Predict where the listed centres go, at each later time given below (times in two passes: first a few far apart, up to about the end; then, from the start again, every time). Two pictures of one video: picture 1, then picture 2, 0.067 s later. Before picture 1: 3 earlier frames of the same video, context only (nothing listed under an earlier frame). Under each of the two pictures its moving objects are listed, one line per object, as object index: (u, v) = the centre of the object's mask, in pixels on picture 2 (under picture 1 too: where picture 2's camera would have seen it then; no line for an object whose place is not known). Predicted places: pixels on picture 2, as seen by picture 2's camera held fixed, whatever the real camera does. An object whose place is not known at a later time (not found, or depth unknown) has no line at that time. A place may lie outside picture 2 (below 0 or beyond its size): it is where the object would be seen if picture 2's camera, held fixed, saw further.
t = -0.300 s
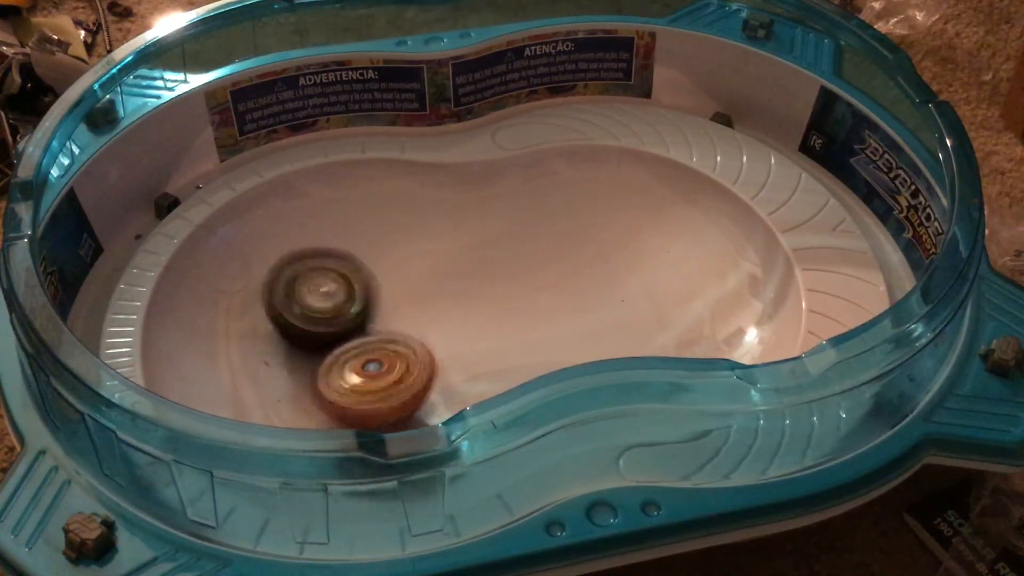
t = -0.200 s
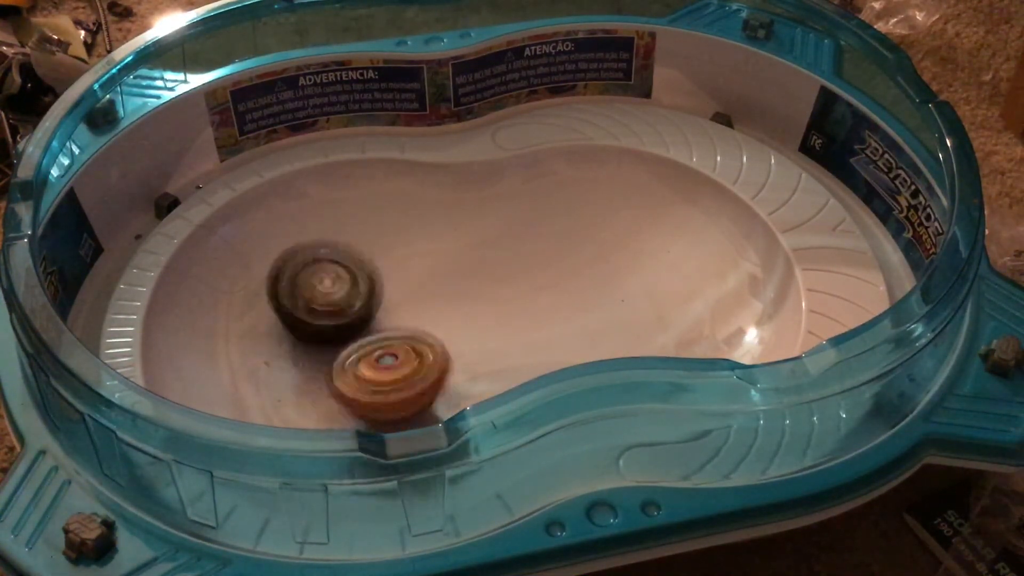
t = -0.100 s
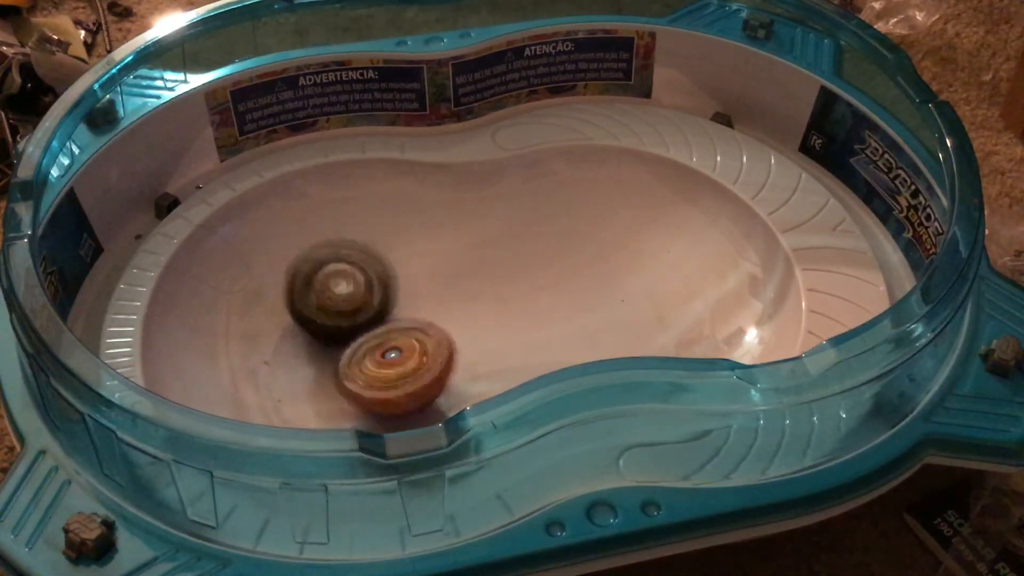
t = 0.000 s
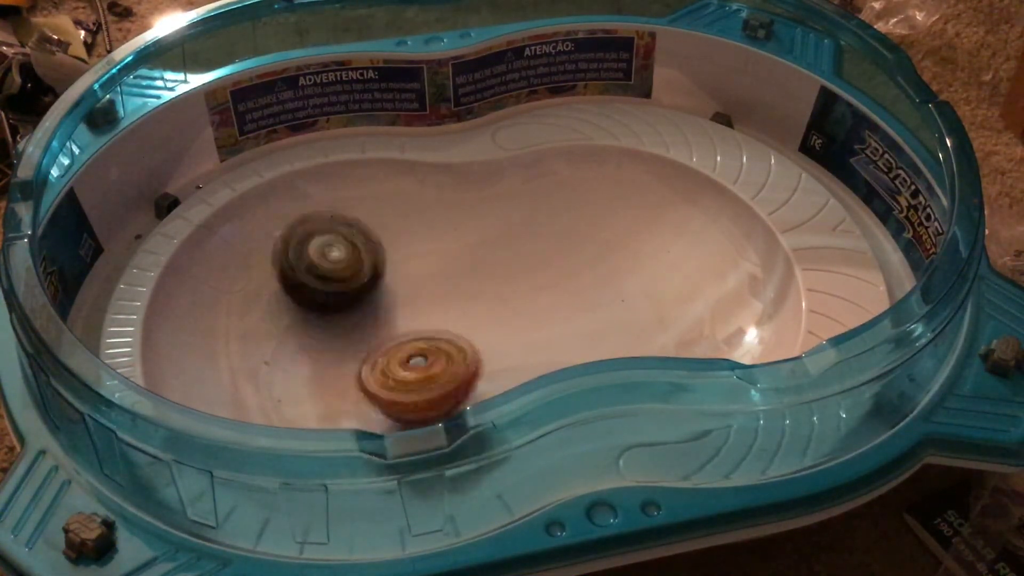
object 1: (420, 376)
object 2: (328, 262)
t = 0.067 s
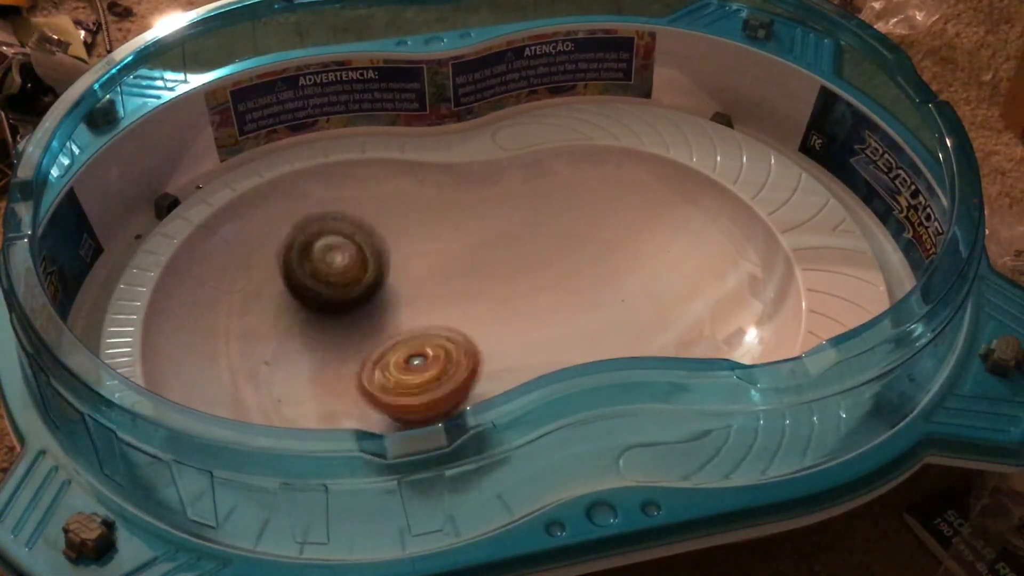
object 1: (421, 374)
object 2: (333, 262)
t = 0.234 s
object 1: (409, 359)
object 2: (353, 280)
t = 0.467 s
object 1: (394, 379)
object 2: (370, 285)
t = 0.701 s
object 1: (362, 394)
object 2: (378, 309)
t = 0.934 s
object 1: (358, 402)
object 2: (370, 293)
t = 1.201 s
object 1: (372, 377)
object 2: (367, 272)
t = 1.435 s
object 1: (371, 371)
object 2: (346, 264)
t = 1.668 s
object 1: (376, 376)
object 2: (324, 274)
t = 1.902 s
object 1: (389, 367)
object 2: (329, 292)
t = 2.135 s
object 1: (413, 363)
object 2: (343, 283)
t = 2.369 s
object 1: (414, 353)
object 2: (350, 282)
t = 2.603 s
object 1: (418, 359)
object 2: (342, 294)
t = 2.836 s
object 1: (417, 351)
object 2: (316, 304)
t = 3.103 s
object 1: (417, 352)
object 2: (310, 303)
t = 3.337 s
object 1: (418, 358)
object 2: (317, 318)
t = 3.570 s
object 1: (445, 354)
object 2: (328, 340)
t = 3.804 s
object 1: (457, 340)
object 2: (332, 342)
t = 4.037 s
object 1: (460, 339)
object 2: (333, 339)
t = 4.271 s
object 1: (447, 348)
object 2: (346, 331)
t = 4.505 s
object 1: (451, 345)
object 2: (346, 331)
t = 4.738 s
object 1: (449, 347)
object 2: (346, 331)
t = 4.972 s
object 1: (449, 347)
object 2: (346, 331)
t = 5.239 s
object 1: (449, 346)
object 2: (346, 331)
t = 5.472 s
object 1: (448, 347)
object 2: (346, 331)
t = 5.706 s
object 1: (448, 347)
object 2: (346, 331)
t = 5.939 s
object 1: (449, 347)
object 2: (346, 331)
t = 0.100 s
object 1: (420, 373)
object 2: (333, 266)
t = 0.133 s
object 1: (418, 371)
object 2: (337, 269)
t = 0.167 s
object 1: (417, 369)
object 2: (342, 272)
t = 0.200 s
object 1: (414, 364)
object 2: (348, 278)
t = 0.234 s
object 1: (409, 359)
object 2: (353, 280)
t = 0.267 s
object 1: (409, 359)
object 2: (357, 279)
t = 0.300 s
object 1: (413, 367)
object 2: (360, 274)
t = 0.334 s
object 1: (415, 372)
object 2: (361, 271)
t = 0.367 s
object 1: (410, 374)
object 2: (367, 272)
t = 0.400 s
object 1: (404, 376)
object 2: (367, 277)
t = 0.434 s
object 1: (398, 378)
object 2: (370, 280)
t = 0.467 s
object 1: (394, 379)
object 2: (370, 285)
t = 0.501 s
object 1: (388, 380)
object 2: (373, 289)
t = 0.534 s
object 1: (385, 381)
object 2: (374, 294)
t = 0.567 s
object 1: (379, 386)
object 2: (377, 297)
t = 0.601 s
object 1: (373, 389)
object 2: (375, 302)
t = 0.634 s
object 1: (367, 390)
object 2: (377, 305)
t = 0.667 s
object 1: (365, 393)
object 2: (378, 307)
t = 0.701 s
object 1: (362, 394)
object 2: (378, 309)
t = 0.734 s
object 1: (356, 395)
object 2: (374, 313)
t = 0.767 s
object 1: (354, 396)
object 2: (368, 316)
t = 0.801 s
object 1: (353, 397)
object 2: (367, 316)
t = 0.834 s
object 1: (353, 401)
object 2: (369, 310)
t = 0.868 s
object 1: (355, 402)
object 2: (371, 304)
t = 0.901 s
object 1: (356, 403)
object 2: (369, 298)
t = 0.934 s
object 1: (358, 402)
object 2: (370, 293)
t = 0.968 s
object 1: (358, 402)
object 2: (368, 290)
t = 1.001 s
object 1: (360, 401)
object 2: (370, 284)
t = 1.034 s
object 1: (363, 399)
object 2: (370, 281)
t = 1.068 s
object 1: (365, 397)
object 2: (371, 276)
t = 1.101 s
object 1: (366, 393)
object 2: (373, 274)
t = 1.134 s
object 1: (370, 389)
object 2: (369, 272)
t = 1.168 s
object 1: (371, 384)
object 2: (371, 271)
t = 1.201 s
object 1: (372, 377)
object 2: (367, 272)
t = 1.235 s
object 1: (372, 366)
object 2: (367, 272)
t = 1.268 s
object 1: (371, 361)
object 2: (363, 271)
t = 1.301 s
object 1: (373, 366)
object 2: (359, 266)
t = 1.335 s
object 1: (375, 373)
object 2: (357, 261)
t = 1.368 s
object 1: (376, 372)
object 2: (351, 259)
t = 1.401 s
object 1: (374, 371)
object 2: (350, 260)
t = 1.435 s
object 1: (371, 371)
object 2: (346, 264)
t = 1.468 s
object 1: (367, 371)
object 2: (342, 267)
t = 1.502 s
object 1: (366, 370)
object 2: (341, 270)
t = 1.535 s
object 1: (364, 368)
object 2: (335, 276)
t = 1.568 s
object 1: (362, 367)
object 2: (333, 282)
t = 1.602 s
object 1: (367, 372)
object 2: (326, 280)
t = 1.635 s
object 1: (373, 374)
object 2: (323, 275)
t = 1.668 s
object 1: (376, 376)
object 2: (324, 274)
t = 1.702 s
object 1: (375, 374)
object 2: (323, 278)
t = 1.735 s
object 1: (378, 374)
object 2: (326, 279)
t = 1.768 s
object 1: (381, 374)
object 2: (326, 282)
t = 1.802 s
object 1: (384, 373)
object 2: (320, 285)
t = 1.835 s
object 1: (384, 372)
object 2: (324, 287)
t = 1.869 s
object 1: (384, 368)
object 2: (330, 291)
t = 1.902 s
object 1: (389, 367)
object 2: (329, 292)
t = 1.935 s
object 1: (394, 366)
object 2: (333, 294)
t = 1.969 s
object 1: (400, 366)
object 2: (335, 296)
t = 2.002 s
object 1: (403, 365)
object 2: (338, 292)
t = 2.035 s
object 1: (404, 364)
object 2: (344, 294)
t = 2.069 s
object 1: (407, 365)
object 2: (344, 293)
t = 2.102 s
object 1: (410, 367)
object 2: (342, 287)
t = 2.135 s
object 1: (413, 363)
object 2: (343, 283)
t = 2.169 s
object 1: (410, 362)
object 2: (348, 285)
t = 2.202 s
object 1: (405, 360)
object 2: (345, 285)
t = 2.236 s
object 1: (406, 358)
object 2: (344, 285)
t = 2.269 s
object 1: (407, 353)
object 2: (343, 287)
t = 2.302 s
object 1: (409, 351)
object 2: (342, 283)
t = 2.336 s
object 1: (411, 351)
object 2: (345, 283)
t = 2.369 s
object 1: (414, 353)
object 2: (350, 282)
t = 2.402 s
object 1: (416, 353)
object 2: (347, 283)
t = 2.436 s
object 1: (418, 356)
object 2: (349, 283)
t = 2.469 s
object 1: (419, 359)
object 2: (352, 283)
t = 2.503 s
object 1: (419, 359)
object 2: (355, 285)
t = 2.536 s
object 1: (420, 360)
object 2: (350, 286)
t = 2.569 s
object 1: (420, 362)
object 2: (344, 291)
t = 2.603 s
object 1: (418, 359)
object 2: (342, 294)
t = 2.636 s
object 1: (416, 359)
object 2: (335, 297)
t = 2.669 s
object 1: (414, 361)
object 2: (336, 298)
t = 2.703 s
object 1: (411, 359)
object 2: (335, 300)
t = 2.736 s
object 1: (410, 356)
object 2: (333, 302)
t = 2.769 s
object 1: (417, 358)
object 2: (323, 304)
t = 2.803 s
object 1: (418, 354)
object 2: (320, 303)
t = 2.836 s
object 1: (417, 351)
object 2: (316, 304)
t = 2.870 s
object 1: (413, 352)
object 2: (319, 306)
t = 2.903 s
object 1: (408, 353)
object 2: (309, 304)
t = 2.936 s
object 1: (412, 356)
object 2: (310, 300)
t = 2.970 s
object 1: (416, 354)
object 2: (308, 299)
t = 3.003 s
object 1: (418, 351)
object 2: (311, 297)
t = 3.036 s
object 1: (415, 351)
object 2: (319, 302)
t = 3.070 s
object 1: (411, 352)
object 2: (315, 305)
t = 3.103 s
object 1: (417, 352)
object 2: (310, 303)
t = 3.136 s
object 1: (420, 353)
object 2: (309, 302)
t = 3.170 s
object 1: (421, 350)
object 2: (309, 304)
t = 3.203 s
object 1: (422, 352)
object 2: (310, 308)
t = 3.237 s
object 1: (413, 352)
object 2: (316, 311)
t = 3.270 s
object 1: (409, 352)
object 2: (322, 313)
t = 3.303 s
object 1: (411, 357)
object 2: (319, 314)
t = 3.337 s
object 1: (418, 358)
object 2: (317, 318)
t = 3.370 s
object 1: (423, 359)
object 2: (317, 323)
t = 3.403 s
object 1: (429, 361)
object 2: (318, 325)
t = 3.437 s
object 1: (433, 356)
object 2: (318, 329)
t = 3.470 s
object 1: (438, 357)
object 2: (318, 332)
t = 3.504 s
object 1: (438, 356)
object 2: (324, 334)
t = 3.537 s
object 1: (442, 354)
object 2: (324, 337)
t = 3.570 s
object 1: (445, 354)
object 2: (328, 340)
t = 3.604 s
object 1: (444, 351)
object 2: (332, 340)
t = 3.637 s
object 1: (446, 350)
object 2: (333, 341)
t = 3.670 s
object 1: (444, 350)
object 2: (332, 342)
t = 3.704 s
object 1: (447, 348)
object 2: (332, 343)
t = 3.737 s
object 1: (450, 344)
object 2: (332, 343)
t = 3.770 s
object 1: (453, 343)
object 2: (331, 343)
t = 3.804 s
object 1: (457, 340)
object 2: (332, 342)
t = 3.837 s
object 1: (462, 338)
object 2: (332, 341)
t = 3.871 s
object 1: (466, 337)
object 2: (332, 341)
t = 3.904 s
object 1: (467, 337)
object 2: (332, 340)
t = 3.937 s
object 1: (467, 337)
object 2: (332, 340)
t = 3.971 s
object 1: (465, 337)
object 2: (332, 340)
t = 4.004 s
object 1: (462, 338)
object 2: (333, 339)
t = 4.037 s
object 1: (460, 339)
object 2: (333, 339)
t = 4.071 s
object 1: (458, 340)
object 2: (334, 338)
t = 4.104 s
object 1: (457, 340)
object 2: (335, 336)
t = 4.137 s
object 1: (455, 341)
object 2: (336, 335)
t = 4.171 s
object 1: (453, 343)
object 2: (338, 334)
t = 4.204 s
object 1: (450, 345)
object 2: (340, 333)
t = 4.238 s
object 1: (447, 347)
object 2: (343, 332)
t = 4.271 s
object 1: (447, 348)
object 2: (346, 331)
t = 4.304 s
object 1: (446, 349)
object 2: (346, 331)
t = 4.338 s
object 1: (446, 349)
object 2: (346, 331)
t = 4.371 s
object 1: (447, 348)
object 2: (346, 331)
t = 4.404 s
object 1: (449, 347)
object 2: (346, 331)
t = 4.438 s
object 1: (450, 345)
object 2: (346, 331)
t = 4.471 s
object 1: (451, 345)
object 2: (345, 331)
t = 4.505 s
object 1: (451, 345)
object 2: (346, 331)
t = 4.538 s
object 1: (450, 346)
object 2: (346, 331)
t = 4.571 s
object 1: (449, 346)
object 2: (346, 331)
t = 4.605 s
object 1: (449, 347)
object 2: (346, 331)
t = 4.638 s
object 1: (449, 347)
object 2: (346, 331)
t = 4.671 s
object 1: (449, 347)
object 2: (346, 331)
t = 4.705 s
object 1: (449, 347)
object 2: (346, 331)
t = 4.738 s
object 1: (449, 347)
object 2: (346, 331)
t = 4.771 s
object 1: (449, 347)
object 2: (346, 331)
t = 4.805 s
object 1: (449, 347)
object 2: (346, 331)
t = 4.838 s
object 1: (449, 347)
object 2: (346, 331)
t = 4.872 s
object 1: (449, 347)
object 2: (346, 331)
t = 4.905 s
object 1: (449, 347)
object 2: (346, 331)
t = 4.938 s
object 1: (449, 347)
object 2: (346, 331)
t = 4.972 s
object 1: (449, 347)
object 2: (346, 331)
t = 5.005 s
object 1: (449, 347)
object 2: (346, 331)
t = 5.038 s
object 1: (449, 347)
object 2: (346, 331)
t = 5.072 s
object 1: (449, 347)
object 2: (346, 331)
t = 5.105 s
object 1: (449, 347)
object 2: (346, 331)
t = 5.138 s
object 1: (449, 347)
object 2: (346, 331)
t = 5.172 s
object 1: (449, 346)
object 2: (346, 331)
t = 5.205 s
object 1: (449, 347)
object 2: (346, 331)
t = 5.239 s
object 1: (449, 346)
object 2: (346, 331)
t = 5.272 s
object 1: (449, 346)
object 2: (346, 331)
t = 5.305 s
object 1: (449, 347)
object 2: (346, 331)
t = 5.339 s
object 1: (449, 346)
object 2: (346, 331)
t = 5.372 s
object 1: (449, 346)
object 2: (346, 331)
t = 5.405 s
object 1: (449, 346)
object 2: (346, 331)
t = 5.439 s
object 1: (449, 346)
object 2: (346, 331)
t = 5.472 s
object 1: (448, 347)
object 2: (346, 331)
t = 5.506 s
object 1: (448, 347)
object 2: (346, 331)
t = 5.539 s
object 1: (448, 347)
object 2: (346, 331)
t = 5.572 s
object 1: (448, 347)
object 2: (346, 331)
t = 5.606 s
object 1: (448, 347)
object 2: (346, 331)
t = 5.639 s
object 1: (449, 347)
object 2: (346, 331)
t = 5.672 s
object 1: (448, 347)
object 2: (346, 331)
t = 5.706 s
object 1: (448, 347)
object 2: (346, 331)
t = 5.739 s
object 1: (448, 347)
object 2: (346, 331)
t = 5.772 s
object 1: (448, 347)
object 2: (346, 331)
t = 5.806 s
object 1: (448, 347)
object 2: (346, 331)
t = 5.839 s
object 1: (448, 347)
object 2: (346, 331)
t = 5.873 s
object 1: (448, 347)
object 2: (346, 331)
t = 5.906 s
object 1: (448, 347)
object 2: (346, 331)
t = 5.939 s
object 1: (449, 347)
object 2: (346, 331)
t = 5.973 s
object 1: (448, 347)
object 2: (346, 331)
